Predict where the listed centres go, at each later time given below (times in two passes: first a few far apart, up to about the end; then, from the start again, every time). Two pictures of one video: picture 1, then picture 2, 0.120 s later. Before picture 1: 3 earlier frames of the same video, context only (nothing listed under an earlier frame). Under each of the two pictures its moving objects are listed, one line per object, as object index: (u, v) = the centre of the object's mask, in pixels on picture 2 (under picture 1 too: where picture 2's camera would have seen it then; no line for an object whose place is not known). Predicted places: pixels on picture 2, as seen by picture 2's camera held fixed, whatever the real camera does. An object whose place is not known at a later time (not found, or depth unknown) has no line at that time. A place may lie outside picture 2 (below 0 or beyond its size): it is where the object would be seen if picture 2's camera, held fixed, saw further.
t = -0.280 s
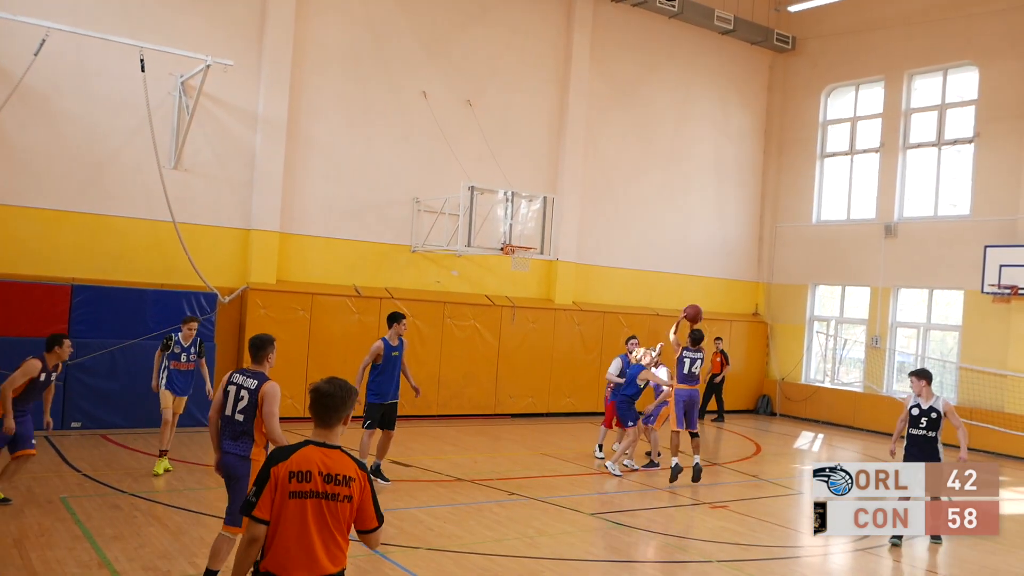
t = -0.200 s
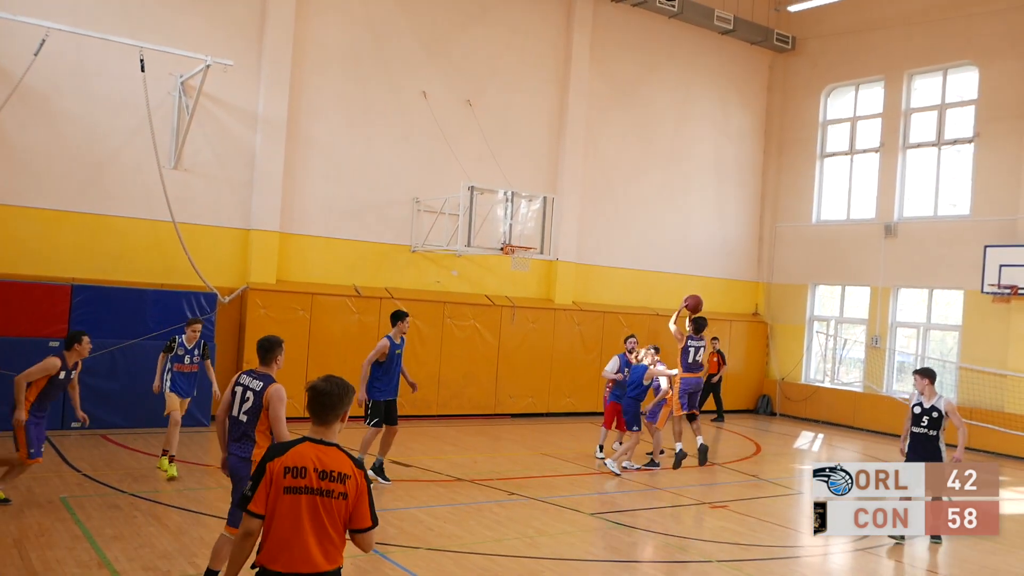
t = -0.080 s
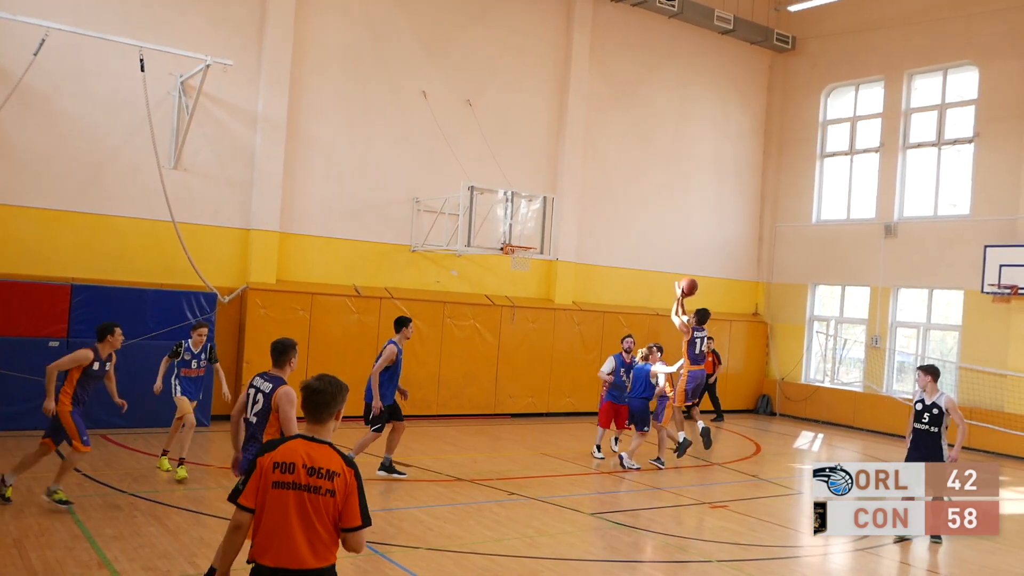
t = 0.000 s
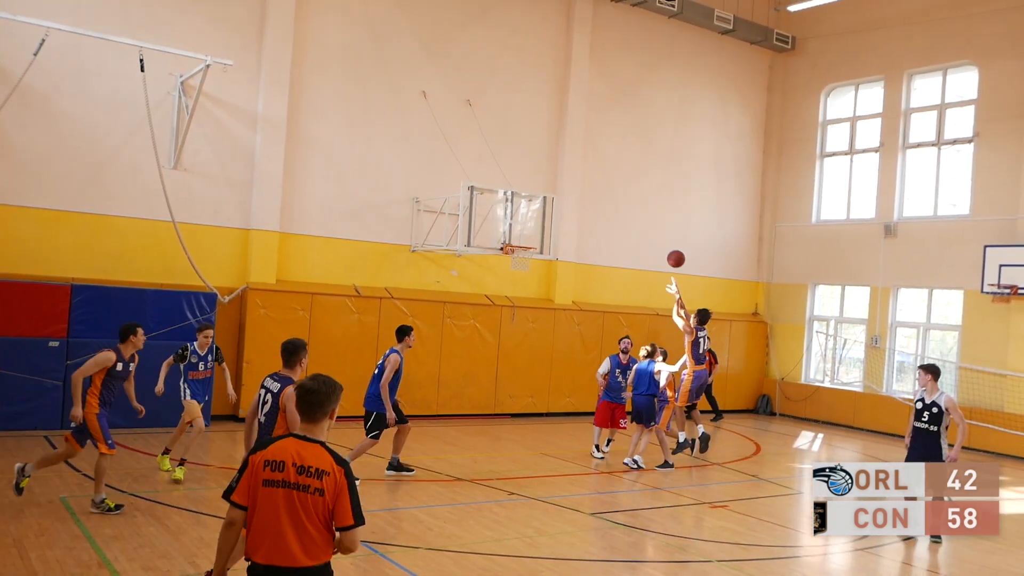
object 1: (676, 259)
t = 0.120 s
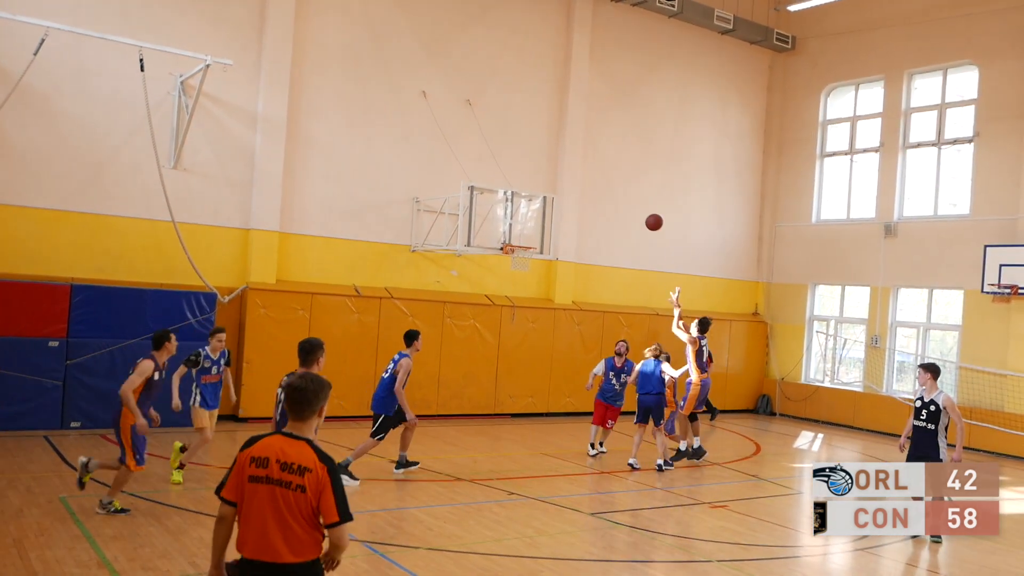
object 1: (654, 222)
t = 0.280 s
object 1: (625, 192)
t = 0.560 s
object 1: (576, 183)
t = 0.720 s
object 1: (549, 201)
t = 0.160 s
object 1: (647, 213)
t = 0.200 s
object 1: (639, 204)
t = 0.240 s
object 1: (632, 198)
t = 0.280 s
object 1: (625, 192)
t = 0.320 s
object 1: (618, 187)
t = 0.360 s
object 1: (611, 184)
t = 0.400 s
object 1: (604, 181)
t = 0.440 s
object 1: (597, 180)
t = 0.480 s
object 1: (590, 180)
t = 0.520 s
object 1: (583, 181)
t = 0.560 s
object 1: (576, 183)
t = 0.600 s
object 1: (570, 186)
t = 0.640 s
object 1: (563, 190)
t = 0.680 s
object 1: (556, 195)
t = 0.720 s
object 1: (549, 201)
